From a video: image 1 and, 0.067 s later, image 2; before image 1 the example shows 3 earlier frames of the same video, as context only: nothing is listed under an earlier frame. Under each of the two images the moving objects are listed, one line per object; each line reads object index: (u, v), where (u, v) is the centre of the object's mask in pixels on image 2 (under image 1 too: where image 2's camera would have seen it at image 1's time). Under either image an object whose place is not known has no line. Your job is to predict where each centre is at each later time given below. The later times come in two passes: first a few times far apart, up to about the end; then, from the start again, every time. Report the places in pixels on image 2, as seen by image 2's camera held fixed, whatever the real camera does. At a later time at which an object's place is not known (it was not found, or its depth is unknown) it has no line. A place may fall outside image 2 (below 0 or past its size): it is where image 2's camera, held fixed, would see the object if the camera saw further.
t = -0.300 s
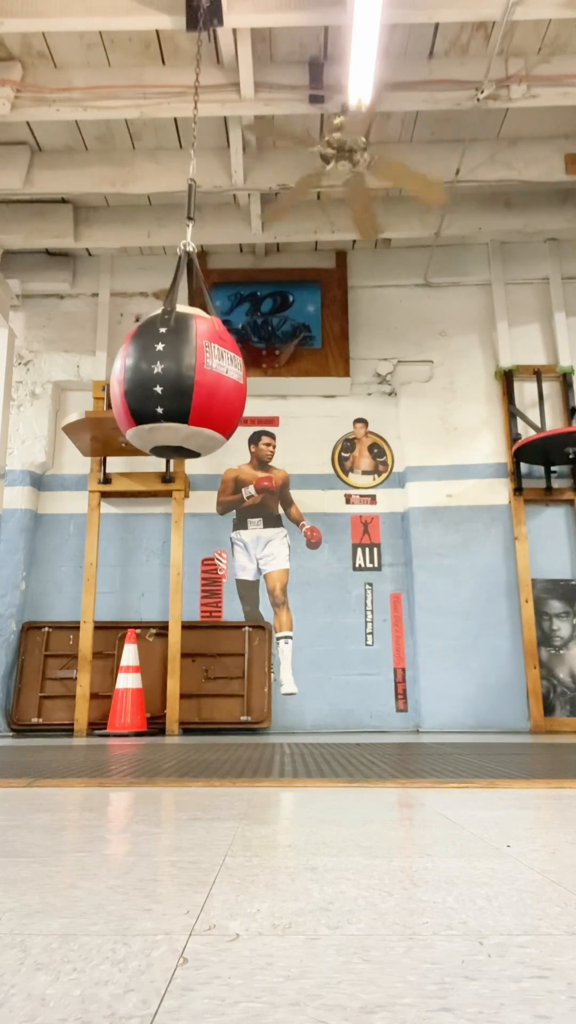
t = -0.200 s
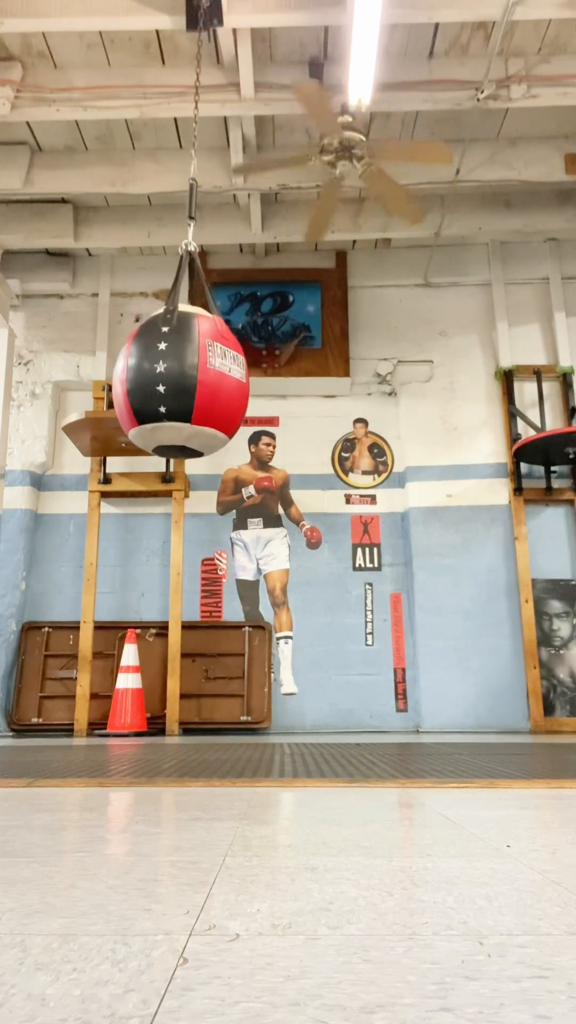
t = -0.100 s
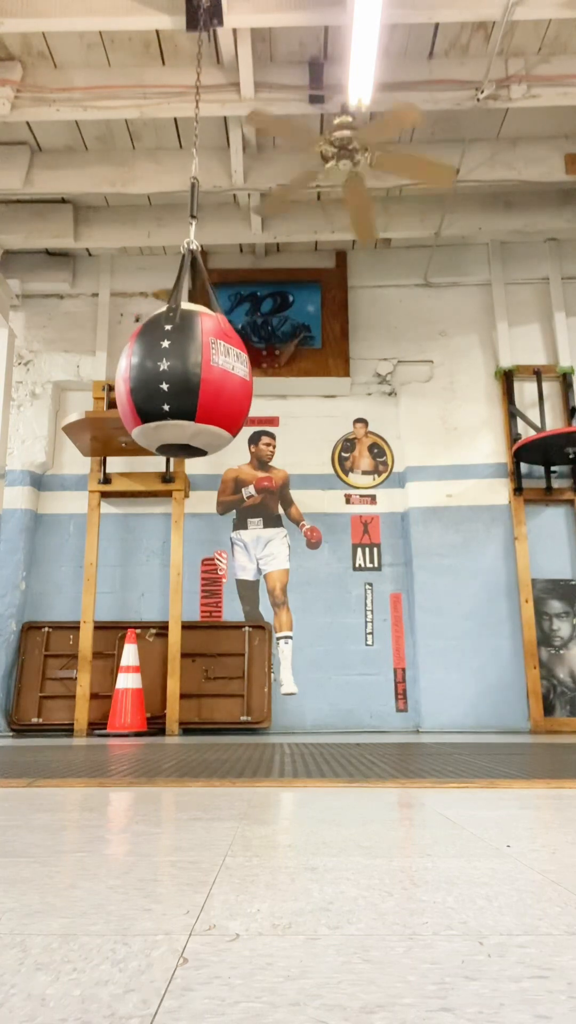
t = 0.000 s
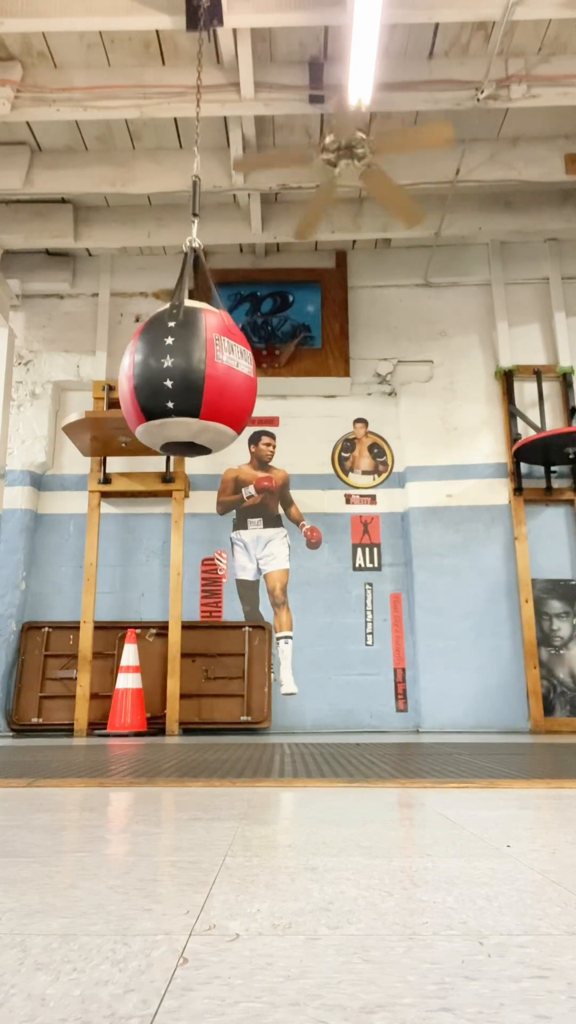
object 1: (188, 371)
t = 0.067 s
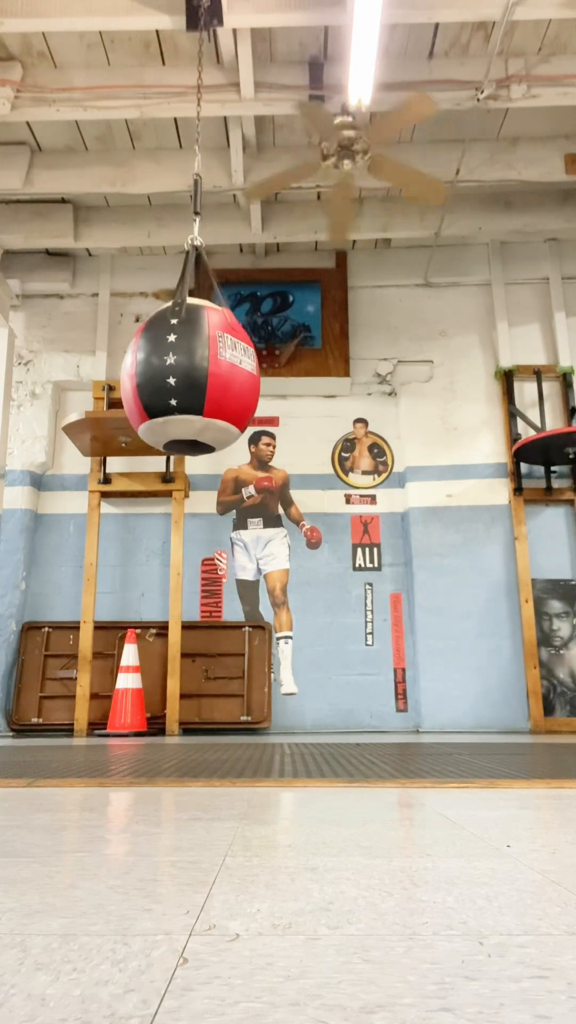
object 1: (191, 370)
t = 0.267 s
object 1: (199, 363)
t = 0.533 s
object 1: (209, 351)
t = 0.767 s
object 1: (213, 341)
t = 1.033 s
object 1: (212, 340)
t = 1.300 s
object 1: (203, 345)
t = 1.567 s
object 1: (192, 352)
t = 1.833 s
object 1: (182, 364)
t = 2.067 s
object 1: (178, 370)
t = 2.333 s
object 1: (178, 374)
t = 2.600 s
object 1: (185, 374)
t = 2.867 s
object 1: (194, 368)
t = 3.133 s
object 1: (205, 357)
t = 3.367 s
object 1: (211, 347)
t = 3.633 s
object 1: (213, 338)
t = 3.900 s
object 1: (207, 338)
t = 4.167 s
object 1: (197, 350)
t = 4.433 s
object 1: (186, 357)
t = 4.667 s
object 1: (180, 366)
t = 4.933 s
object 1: (178, 373)
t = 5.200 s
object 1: (182, 374)
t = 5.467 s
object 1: (190, 371)
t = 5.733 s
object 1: (200, 364)
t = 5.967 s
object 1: (209, 353)
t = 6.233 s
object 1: (213, 346)
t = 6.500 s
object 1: (210, 341)
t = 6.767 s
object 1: (201, 345)
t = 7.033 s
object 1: (190, 355)
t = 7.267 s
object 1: (183, 361)
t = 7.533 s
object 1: (178, 369)
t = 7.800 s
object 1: (180, 374)
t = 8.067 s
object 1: (186, 374)
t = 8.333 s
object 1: (196, 369)
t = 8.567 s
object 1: (205, 360)
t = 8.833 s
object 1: (211, 348)
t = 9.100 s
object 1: (211, 343)
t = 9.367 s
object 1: (205, 342)
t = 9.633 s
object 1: (195, 349)
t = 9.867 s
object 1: (186, 359)
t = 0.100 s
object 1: (192, 369)
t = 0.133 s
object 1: (194, 368)
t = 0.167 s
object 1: (195, 366)
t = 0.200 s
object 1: (197, 365)
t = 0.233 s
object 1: (198, 364)
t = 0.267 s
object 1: (199, 363)
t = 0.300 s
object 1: (201, 361)
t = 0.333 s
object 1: (202, 360)
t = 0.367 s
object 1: (203, 358)
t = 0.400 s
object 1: (205, 357)
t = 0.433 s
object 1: (206, 355)
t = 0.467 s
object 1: (207, 354)
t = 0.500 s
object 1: (208, 352)
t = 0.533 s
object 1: (209, 351)
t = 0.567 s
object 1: (210, 349)
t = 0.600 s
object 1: (211, 348)
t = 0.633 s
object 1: (212, 346)
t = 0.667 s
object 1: (212, 345)
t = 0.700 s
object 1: (213, 343)
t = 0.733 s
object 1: (213, 342)
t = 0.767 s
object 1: (213, 341)
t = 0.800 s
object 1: (214, 340)
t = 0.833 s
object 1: (214, 339)
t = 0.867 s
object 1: (214, 338)
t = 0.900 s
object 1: (213, 341)
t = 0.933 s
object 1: (213, 337)
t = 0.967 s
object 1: (213, 337)
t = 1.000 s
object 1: (212, 337)
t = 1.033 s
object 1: (212, 340)
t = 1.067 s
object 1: (211, 340)
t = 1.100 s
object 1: (210, 337)
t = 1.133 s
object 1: (209, 338)
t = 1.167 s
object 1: (208, 338)
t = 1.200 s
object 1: (207, 342)
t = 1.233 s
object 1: (206, 343)
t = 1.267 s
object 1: (204, 344)
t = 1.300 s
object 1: (203, 345)
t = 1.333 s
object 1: (202, 343)
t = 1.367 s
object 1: (201, 344)
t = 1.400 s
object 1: (199, 345)
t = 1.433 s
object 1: (198, 350)
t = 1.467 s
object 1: (196, 348)
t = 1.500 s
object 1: (195, 353)
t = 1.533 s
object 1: (194, 351)
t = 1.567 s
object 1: (192, 352)
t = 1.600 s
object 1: (191, 354)
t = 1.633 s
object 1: (189, 359)
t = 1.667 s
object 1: (188, 361)
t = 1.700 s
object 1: (187, 358)
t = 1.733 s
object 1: (185, 359)
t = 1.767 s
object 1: (184, 361)
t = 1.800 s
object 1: (183, 362)
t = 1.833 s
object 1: (182, 364)
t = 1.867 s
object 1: (181, 364)
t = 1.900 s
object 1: (181, 366)
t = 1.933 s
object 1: (180, 367)
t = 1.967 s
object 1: (179, 368)
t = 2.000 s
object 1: (179, 369)
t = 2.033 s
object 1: (178, 369)
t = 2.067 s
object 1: (178, 370)
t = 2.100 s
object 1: (178, 371)
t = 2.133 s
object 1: (178, 372)
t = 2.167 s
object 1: (177, 372)
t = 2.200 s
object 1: (177, 373)
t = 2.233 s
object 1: (178, 373)
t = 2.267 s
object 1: (178, 374)
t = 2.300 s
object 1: (178, 374)
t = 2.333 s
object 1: (178, 374)
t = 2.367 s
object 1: (179, 374)
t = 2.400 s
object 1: (180, 375)
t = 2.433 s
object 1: (180, 375)
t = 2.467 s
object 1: (181, 375)
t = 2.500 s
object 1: (182, 374)
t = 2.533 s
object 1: (183, 374)
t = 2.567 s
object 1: (184, 374)
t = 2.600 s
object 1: (185, 374)
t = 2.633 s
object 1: (186, 373)
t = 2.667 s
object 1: (187, 373)
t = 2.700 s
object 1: (188, 372)
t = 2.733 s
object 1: (189, 371)
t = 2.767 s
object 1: (190, 371)
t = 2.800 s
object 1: (192, 370)
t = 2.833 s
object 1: (193, 369)
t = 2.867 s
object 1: (194, 368)
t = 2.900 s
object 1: (196, 367)
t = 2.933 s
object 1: (197, 366)
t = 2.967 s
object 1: (198, 364)
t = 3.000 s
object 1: (200, 363)
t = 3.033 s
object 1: (201, 362)
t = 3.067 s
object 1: (203, 360)
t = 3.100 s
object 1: (204, 359)
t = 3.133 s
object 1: (205, 357)
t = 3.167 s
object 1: (206, 356)
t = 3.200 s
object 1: (207, 354)
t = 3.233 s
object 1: (208, 353)
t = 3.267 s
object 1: (209, 351)
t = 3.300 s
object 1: (210, 350)
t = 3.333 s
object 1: (211, 348)
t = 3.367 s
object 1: (211, 347)
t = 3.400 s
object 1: (212, 345)
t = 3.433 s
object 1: (213, 344)
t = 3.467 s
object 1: (213, 343)
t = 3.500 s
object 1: (213, 342)
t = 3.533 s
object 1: (213, 341)
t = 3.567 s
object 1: (213, 340)
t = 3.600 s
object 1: (213, 339)
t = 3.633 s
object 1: (213, 338)
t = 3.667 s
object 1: (213, 338)
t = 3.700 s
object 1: (212, 337)
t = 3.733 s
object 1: (212, 337)
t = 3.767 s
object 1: (211, 337)
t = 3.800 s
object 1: (210, 337)
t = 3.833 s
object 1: (209, 337)
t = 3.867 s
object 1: (208, 337)
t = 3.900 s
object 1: (207, 338)
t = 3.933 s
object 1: (206, 342)
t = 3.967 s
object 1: (205, 343)
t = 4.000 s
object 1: (204, 344)
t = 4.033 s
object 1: (202, 345)
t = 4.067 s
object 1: (201, 342)
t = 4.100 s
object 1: (199, 347)
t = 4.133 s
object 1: (198, 348)
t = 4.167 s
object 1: (197, 350)
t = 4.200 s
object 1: (195, 351)
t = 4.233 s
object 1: (194, 353)
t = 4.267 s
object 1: (193, 350)
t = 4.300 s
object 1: (191, 356)
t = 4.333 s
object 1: (190, 353)
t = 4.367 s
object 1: (188, 358)
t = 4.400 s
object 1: (187, 356)
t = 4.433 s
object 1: (186, 357)
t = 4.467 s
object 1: (185, 359)
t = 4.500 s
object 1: (184, 360)
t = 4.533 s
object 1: (183, 362)
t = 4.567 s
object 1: (182, 363)
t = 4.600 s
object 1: (181, 364)
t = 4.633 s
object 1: (181, 365)
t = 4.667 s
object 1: (180, 366)
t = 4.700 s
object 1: (179, 367)
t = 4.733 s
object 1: (179, 368)
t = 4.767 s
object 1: (178, 369)
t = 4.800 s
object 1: (178, 370)
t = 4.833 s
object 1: (178, 371)
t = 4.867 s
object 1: (178, 371)
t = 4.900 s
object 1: (178, 372)
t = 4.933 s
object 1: (178, 373)
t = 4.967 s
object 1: (178, 373)
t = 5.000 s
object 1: (178, 373)
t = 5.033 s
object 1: (179, 374)
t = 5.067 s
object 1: (179, 374)
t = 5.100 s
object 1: (180, 374)
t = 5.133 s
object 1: (180, 374)
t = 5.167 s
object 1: (181, 374)
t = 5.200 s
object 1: (182, 374)
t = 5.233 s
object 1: (183, 374)
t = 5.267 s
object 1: (184, 374)
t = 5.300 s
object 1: (184, 374)
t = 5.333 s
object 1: (186, 374)
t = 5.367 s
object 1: (187, 373)
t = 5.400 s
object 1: (188, 373)
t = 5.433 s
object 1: (189, 372)
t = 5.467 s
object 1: (190, 371)
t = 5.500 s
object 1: (191, 371)
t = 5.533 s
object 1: (193, 370)
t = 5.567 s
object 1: (194, 369)
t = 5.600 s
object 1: (195, 368)
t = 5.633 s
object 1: (197, 367)
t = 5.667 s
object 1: (198, 366)
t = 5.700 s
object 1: (199, 365)
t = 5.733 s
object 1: (200, 364)
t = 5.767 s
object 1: (202, 362)
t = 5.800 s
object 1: (203, 361)
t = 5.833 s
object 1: (204, 359)
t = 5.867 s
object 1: (205, 358)
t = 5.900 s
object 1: (207, 357)
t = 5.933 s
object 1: (208, 355)
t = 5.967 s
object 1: (209, 353)
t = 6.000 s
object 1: (209, 352)
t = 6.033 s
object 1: (210, 350)
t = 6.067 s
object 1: (211, 349)
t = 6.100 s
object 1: (211, 351)
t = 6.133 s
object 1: (212, 350)
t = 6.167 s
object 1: (212, 345)
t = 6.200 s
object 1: (212, 347)
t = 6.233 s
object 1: (213, 346)
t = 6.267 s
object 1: (213, 345)
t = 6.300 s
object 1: (213, 344)
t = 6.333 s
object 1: (212, 343)
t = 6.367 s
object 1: (212, 342)
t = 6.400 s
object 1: (212, 342)
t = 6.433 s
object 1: (211, 341)
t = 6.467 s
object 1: (211, 341)
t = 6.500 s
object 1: (210, 341)
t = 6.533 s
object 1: (209, 341)
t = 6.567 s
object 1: (208, 341)
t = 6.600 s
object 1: (207, 341)
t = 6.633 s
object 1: (206, 341)
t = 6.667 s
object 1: (205, 342)
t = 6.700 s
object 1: (204, 343)
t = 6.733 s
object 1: (203, 344)
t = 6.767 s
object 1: (201, 345)
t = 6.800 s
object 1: (200, 342)
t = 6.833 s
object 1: (199, 347)
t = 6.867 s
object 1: (197, 348)
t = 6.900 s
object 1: (196, 349)
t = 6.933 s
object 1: (194, 351)
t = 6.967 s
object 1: (193, 348)
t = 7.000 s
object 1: (192, 354)
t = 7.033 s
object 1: (190, 355)
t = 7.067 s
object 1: (189, 352)
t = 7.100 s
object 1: (188, 358)
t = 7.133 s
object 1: (186, 360)
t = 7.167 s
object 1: (185, 362)
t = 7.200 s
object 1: (185, 358)
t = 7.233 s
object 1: (184, 359)
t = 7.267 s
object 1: (183, 361)
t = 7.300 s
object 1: (182, 362)
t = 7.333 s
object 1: (181, 363)
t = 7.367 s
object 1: (180, 364)
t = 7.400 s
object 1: (180, 366)
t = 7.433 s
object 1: (179, 367)
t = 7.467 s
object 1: (179, 368)
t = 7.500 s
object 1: (178, 369)
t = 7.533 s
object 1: (178, 369)
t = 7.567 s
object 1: (178, 370)
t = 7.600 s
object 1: (178, 371)
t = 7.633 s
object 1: (178, 372)
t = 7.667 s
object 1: (178, 372)
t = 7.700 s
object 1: (179, 373)
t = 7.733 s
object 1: (179, 373)
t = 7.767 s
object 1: (179, 374)
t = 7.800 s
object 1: (180, 374)
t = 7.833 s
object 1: (180, 374)
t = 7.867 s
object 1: (181, 374)
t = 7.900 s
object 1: (182, 374)
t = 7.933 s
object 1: (183, 374)
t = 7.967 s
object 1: (183, 374)
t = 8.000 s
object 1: (184, 374)
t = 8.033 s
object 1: (185, 374)
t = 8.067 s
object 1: (186, 374)
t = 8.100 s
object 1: (187, 373)
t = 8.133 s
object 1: (189, 373)
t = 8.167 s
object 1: (190, 372)
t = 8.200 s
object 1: (191, 372)
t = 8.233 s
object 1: (192, 371)
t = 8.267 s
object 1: (194, 371)
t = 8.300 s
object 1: (195, 370)
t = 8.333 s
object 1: (196, 369)
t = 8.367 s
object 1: (197, 368)
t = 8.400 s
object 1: (199, 367)
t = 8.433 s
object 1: (200, 365)
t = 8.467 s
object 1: (201, 364)
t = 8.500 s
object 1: (202, 363)
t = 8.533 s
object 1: (204, 361)
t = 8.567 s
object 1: (205, 360)
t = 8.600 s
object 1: (206, 358)
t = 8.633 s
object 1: (207, 357)
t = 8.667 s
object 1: (208, 355)
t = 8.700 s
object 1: (209, 354)
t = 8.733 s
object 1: (210, 352)
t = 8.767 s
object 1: (210, 351)
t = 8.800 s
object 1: (211, 349)
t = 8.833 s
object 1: (211, 348)
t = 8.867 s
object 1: (212, 346)
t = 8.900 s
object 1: (212, 345)
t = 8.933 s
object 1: (212, 344)
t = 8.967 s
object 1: (212, 343)
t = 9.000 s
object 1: (212, 342)
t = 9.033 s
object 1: (212, 341)
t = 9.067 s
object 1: (212, 340)
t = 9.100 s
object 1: (211, 343)
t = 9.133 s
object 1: (211, 342)
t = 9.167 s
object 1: (211, 342)
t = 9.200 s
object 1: (210, 341)
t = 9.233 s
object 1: (209, 341)
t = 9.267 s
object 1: (208, 341)
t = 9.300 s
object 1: (207, 341)
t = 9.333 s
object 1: (206, 341)
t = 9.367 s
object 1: (205, 342)
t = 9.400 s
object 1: (204, 342)
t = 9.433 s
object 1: (203, 343)
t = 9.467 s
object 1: (202, 343)
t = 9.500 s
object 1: (200, 344)
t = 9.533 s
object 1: (199, 345)
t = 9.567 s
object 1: (198, 347)
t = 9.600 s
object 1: (196, 348)
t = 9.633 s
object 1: (195, 349)
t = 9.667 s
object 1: (194, 350)
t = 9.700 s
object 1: (193, 348)
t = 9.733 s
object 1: (191, 353)
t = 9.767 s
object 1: (189, 354)
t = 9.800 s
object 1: (188, 356)
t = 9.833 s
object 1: (187, 353)
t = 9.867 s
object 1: (186, 359)
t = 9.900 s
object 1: (185, 356)
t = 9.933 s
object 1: (184, 358)
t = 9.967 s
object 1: (183, 359)
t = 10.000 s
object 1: (182, 360)
